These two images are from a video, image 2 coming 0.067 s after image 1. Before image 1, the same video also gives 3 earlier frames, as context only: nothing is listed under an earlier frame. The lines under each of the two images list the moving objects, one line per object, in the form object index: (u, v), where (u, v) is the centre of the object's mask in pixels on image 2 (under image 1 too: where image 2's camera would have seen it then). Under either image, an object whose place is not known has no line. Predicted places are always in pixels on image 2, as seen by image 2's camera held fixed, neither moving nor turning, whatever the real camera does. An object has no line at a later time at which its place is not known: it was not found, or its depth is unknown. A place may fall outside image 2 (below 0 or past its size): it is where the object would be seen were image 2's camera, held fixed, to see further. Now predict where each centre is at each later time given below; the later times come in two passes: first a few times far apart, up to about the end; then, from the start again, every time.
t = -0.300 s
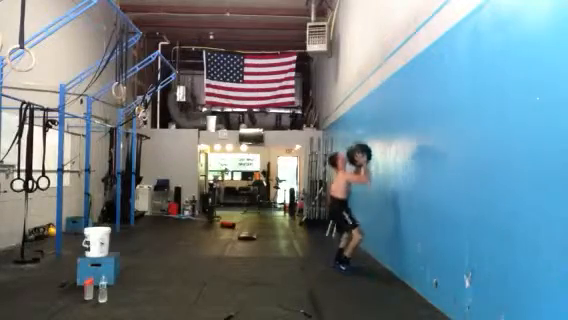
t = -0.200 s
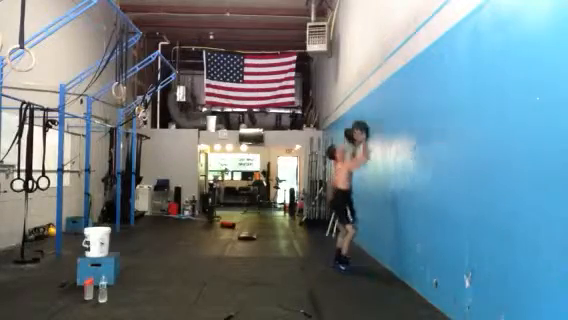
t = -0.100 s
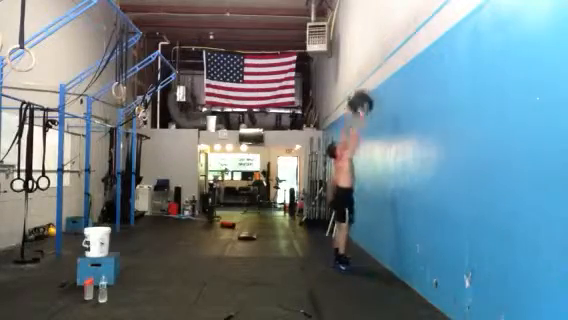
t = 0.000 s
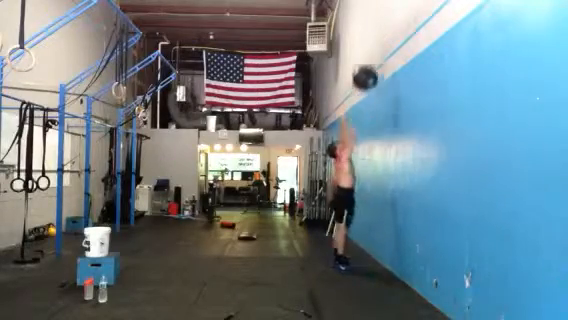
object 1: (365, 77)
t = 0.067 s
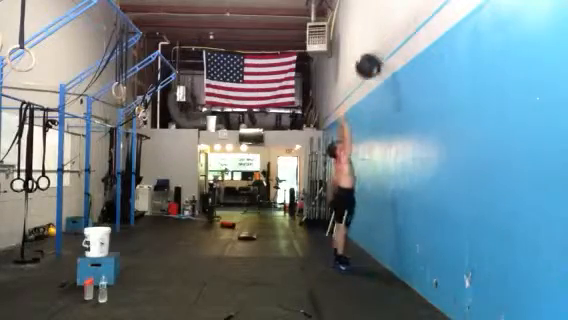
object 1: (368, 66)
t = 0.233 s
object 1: (376, 48)
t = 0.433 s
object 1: (376, 52)
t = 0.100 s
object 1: (370, 60)
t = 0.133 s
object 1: (372, 56)
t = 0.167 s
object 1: (373, 53)
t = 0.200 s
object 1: (375, 50)
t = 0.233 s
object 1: (376, 48)
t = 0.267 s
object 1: (378, 47)
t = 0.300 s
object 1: (379, 47)
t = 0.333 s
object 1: (378, 47)
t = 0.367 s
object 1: (378, 49)
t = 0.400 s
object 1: (377, 50)
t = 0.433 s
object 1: (376, 52)
